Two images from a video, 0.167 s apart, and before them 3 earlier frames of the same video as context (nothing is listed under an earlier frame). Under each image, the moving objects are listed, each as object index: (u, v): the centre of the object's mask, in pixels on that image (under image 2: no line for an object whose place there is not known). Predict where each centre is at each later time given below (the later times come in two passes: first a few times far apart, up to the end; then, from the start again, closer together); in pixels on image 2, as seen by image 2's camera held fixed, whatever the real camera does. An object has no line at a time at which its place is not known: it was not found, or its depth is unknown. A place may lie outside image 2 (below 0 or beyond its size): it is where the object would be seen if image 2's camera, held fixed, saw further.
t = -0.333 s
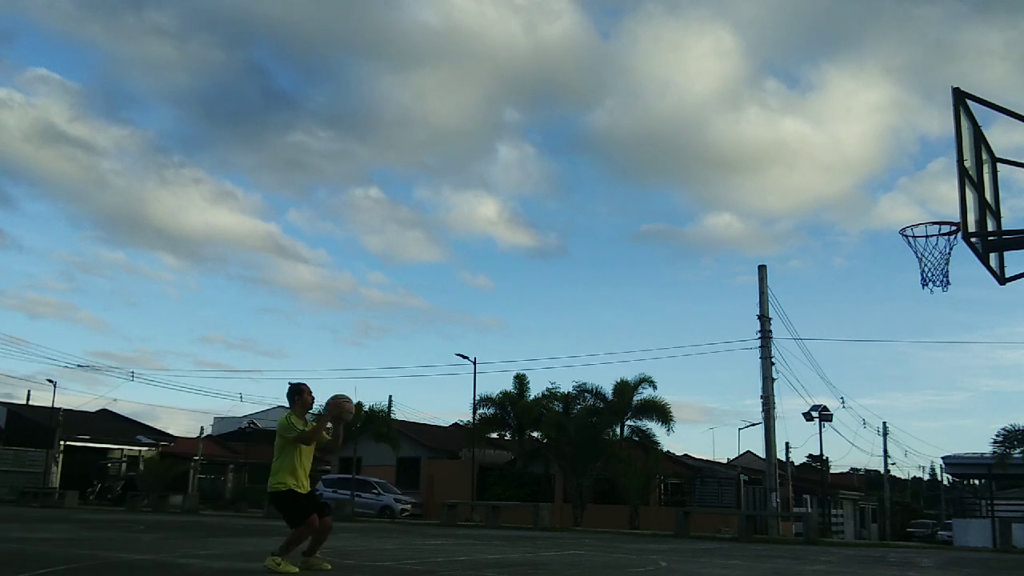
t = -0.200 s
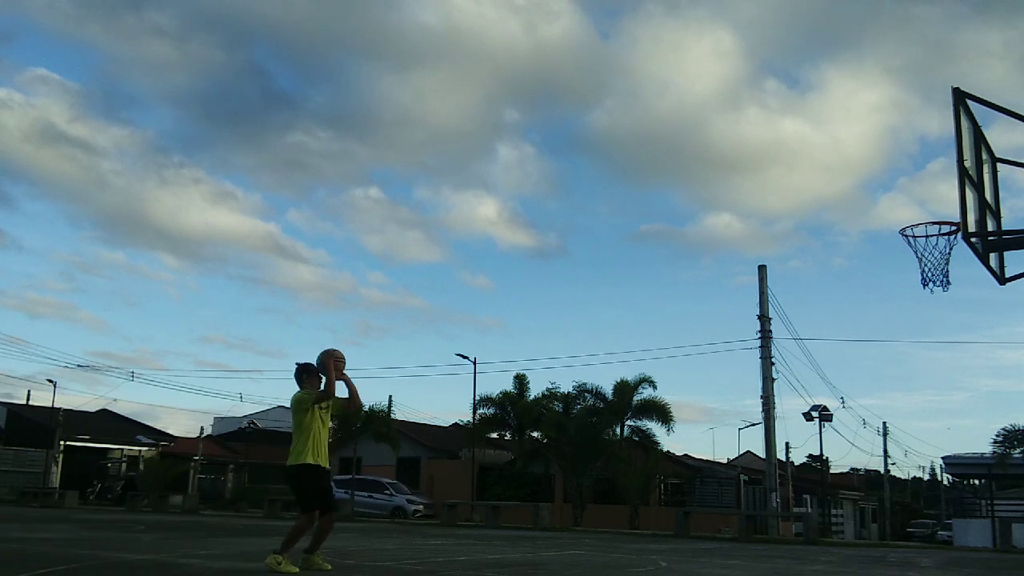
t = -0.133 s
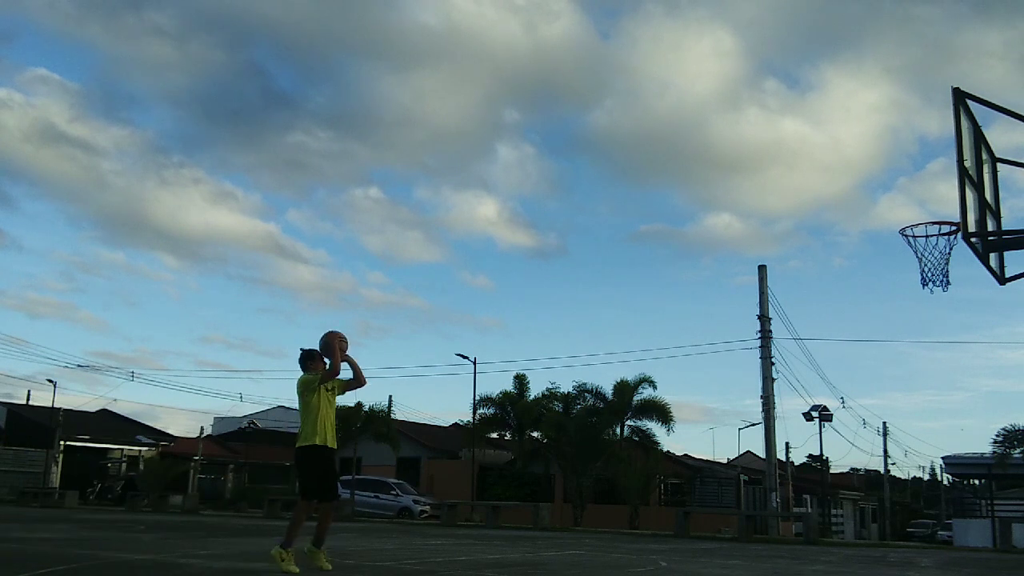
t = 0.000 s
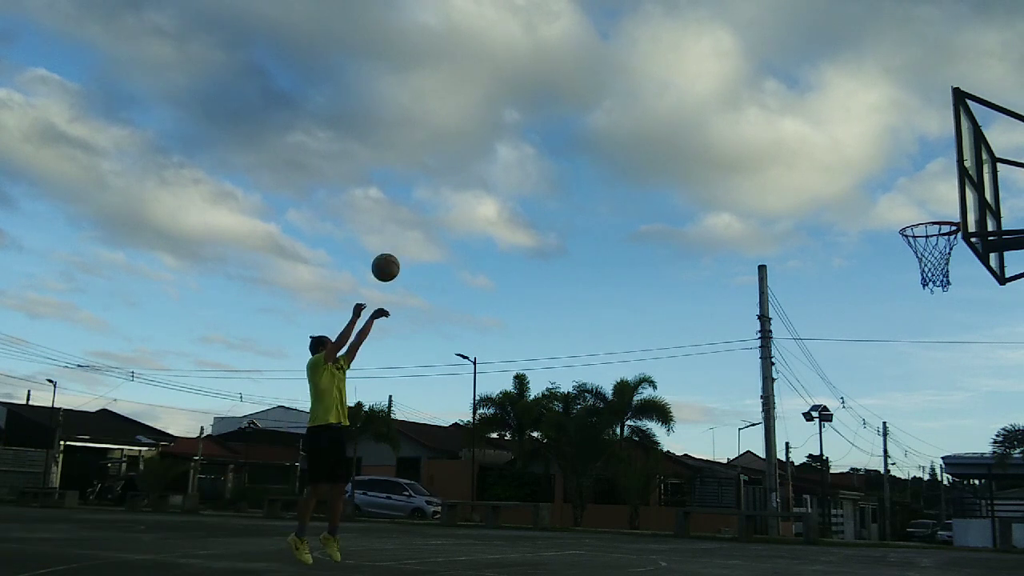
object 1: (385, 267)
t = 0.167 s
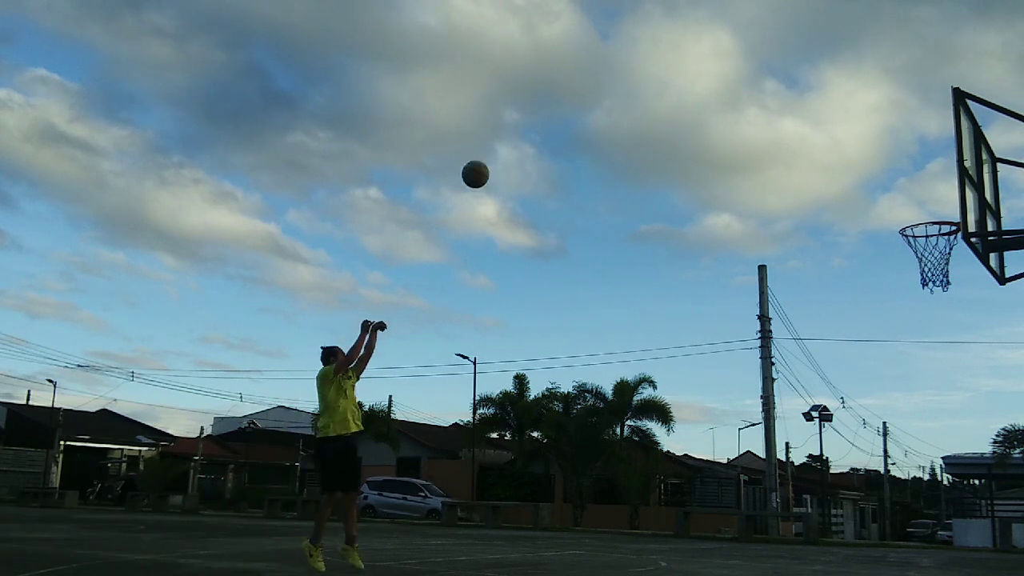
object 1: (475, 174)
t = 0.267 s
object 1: (526, 135)
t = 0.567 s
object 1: (670, 86)
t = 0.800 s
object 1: (779, 111)
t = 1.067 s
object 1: (906, 208)
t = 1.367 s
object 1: (967, 271)
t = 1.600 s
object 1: (988, 344)
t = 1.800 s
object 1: (1010, 459)
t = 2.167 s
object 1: (1009, 463)
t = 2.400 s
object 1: (989, 399)
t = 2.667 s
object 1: (972, 410)
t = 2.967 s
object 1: (961, 533)
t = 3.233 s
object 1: (938, 501)
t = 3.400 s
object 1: (923, 465)
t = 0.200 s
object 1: (492, 160)
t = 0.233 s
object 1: (509, 147)
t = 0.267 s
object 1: (526, 135)
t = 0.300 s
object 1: (542, 125)
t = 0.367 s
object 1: (575, 108)
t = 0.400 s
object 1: (591, 102)
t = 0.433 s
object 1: (607, 96)
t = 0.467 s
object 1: (623, 92)
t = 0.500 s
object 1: (638, 89)
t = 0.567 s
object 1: (670, 86)
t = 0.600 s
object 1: (685, 87)
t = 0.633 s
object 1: (701, 88)
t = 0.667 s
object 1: (717, 90)
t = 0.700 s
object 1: (732, 94)
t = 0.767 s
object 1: (763, 104)
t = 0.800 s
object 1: (779, 111)
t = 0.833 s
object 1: (794, 120)
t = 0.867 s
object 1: (810, 129)
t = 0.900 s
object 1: (826, 139)
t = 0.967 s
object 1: (858, 163)
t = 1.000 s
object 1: (874, 177)
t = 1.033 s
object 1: (889, 192)
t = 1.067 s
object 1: (906, 208)
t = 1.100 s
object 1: (922, 225)
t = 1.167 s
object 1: (949, 255)
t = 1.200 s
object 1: (954, 257)
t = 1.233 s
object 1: (958, 258)
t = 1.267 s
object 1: (959, 259)
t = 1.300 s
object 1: (962, 262)
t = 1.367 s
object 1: (967, 271)
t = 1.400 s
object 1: (969, 278)
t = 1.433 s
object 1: (972, 286)
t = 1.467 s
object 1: (975, 295)
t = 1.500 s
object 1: (978, 305)
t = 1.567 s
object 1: (984, 329)
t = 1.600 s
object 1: (988, 344)
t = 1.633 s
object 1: (991, 359)
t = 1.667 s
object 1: (995, 376)
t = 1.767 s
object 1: (1007, 436)
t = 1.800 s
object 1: (1010, 459)
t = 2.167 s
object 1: (1009, 463)
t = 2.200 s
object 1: (1007, 449)
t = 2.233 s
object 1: (1003, 437)
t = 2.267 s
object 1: (1000, 426)
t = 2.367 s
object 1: (991, 403)
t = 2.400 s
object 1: (989, 399)
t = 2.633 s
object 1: (973, 404)
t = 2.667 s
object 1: (972, 410)
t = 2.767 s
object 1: (967, 438)
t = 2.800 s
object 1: (966, 449)
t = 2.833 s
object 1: (964, 463)
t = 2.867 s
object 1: (964, 478)
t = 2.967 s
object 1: (961, 533)
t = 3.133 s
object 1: (948, 541)
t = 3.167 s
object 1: (944, 526)
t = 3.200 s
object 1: (941, 511)
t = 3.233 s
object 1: (938, 501)
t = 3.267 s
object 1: (935, 492)
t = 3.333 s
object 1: (928, 475)
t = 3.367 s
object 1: (926, 469)
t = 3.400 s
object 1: (923, 465)
